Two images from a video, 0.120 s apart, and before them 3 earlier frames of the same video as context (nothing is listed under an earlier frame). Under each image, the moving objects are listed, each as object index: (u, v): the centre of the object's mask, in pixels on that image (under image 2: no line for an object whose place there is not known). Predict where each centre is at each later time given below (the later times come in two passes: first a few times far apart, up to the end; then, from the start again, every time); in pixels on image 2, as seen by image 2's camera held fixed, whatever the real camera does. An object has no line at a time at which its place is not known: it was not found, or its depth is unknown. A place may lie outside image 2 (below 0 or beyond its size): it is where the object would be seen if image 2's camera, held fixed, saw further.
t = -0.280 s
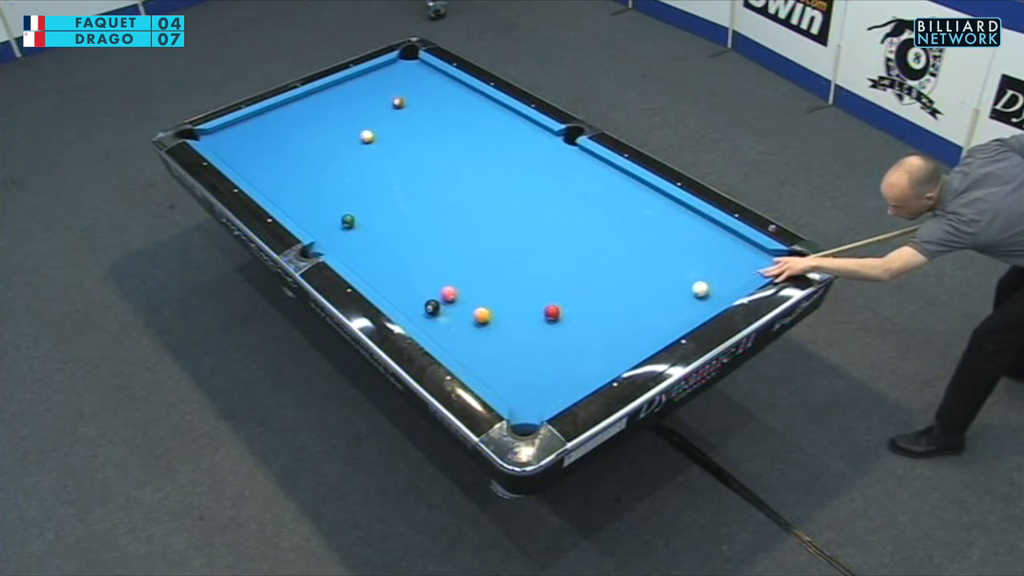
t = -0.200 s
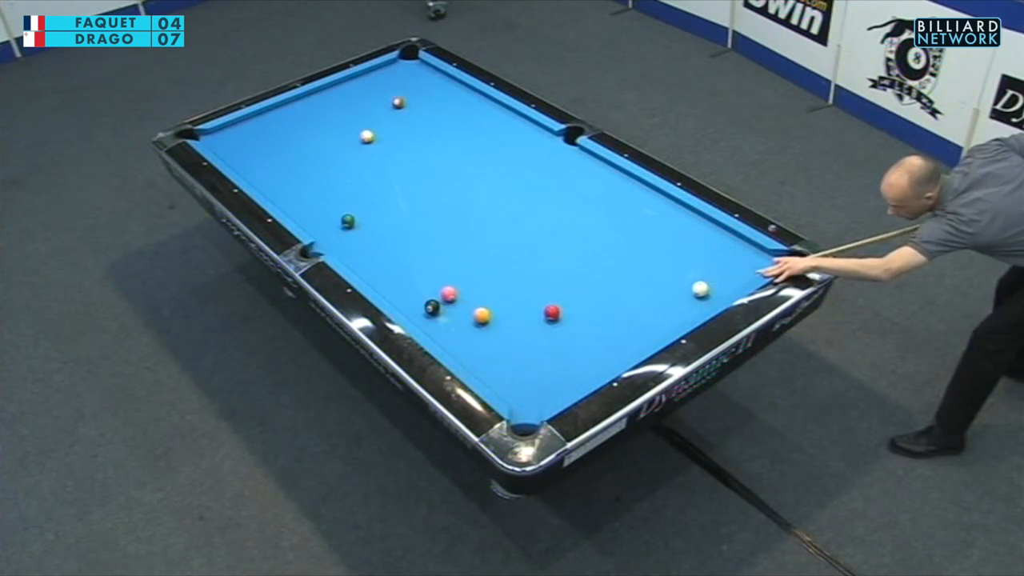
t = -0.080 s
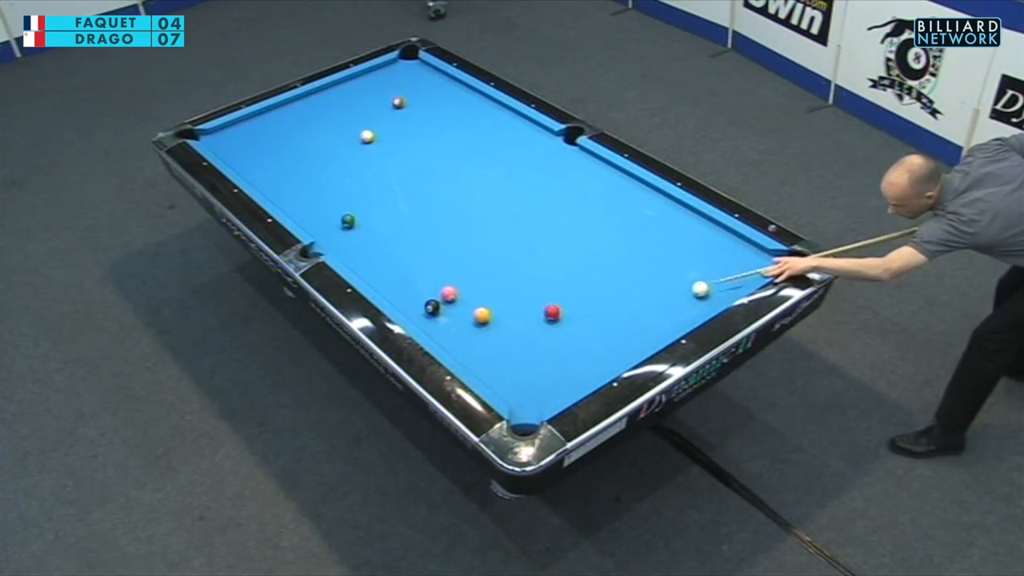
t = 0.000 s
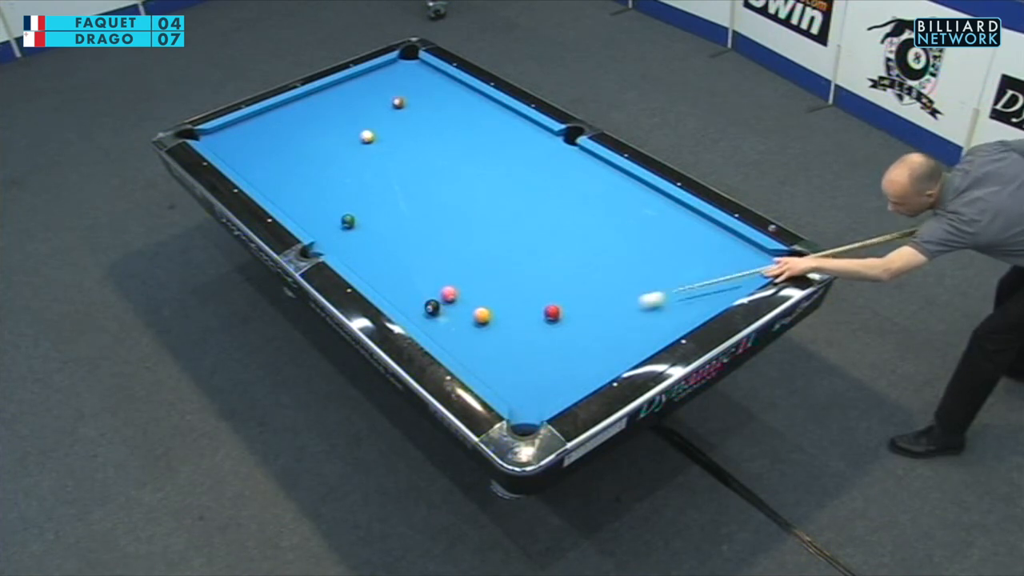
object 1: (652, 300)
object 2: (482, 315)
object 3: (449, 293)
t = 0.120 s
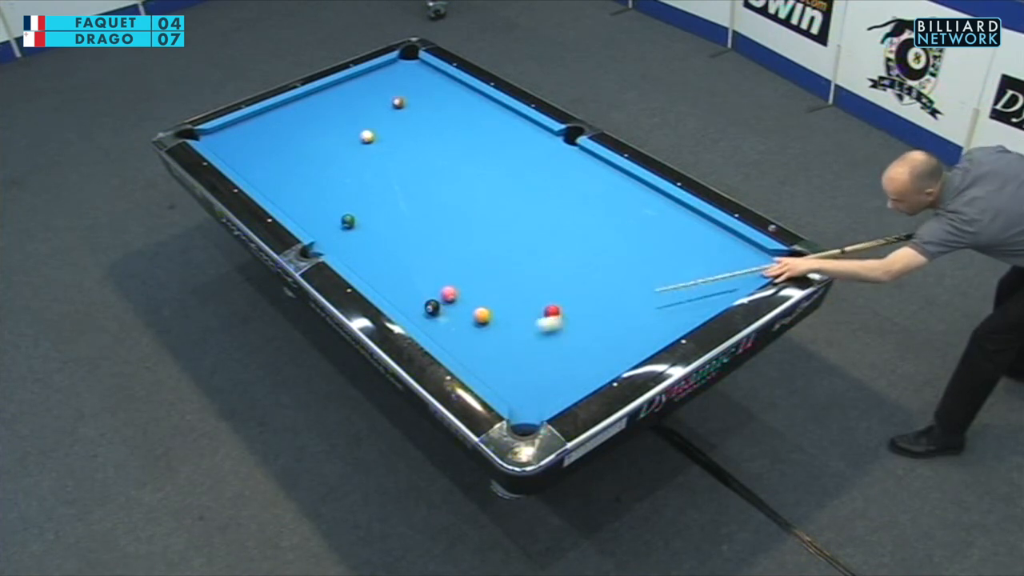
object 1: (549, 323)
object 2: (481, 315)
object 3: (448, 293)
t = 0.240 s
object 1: (450, 344)
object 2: (481, 315)
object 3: (448, 293)
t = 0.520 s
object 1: (450, 309)
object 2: (559, 257)
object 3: (449, 293)
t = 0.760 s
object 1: (447, 302)
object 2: (620, 212)
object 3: (447, 287)
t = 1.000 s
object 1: (448, 299)
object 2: (629, 195)
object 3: (445, 280)
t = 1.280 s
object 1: (448, 298)
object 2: (577, 211)
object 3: (443, 271)
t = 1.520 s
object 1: (449, 297)
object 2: (533, 223)
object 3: (441, 266)
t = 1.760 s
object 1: (449, 297)
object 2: (489, 236)
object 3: (440, 260)
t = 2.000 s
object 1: (449, 297)
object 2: (447, 248)
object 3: (437, 257)
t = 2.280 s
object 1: (449, 297)
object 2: (421, 243)
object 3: (413, 271)
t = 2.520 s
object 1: (449, 297)
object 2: (401, 240)
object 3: (394, 280)
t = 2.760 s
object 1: (449, 297)
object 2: (382, 237)
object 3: (381, 287)
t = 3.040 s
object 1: (449, 297)
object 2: (361, 234)
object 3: (393, 280)
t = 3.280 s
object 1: (449, 297)
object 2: (345, 231)
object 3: (402, 276)
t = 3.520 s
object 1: (449, 297)
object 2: (330, 229)
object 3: (410, 272)
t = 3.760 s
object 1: (449, 297)
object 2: (314, 226)
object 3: (418, 268)
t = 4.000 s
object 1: (449, 297)
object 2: (305, 223)
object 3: (424, 264)
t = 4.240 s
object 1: (449, 297)
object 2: (303, 219)
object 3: (429, 262)
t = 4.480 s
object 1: (449, 297)
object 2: (302, 215)
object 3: (433, 260)
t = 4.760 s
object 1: (449, 297)
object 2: (302, 211)
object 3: (436, 259)
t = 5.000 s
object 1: (449, 297)
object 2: (302, 208)
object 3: (438, 258)
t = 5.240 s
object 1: (449, 297)
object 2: (302, 206)
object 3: (438, 257)
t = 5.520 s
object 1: (449, 297)
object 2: (302, 204)
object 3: (438, 257)
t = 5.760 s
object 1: (449, 297)
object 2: (303, 203)
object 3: (439, 257)
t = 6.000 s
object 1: (449, 297)
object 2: (303, 203)
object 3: (438, 257)
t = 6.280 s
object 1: (449, 297)
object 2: (303, 203)
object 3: (438, 258)
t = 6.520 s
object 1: (449, 297)
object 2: (303, 203)
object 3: (438, 258)
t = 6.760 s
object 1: (449, 297)
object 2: (303, 203)
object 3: (439, 257)
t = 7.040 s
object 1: (449, 297)
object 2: (303, 203)
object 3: (439, 257)
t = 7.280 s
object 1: (449, 297)
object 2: (303, 203)
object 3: (438, 257)
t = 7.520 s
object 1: (449, 297)
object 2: (303, 203)
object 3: (438, 257)
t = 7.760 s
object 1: (449, 297)
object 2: (303, 203)
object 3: (438, 257)
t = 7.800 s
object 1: (449, 297)
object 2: (303, 203)
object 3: (438, 257)
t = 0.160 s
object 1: (515, 331)
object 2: (482, 315)
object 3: (448, 293)
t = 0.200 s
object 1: (480, 339)
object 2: (481, 315)
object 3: (448, 293)
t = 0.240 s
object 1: (450, 344)
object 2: (481, 315)
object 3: (448, 293)
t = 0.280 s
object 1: (462, 331)
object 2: (481, 315)
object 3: (449, 293)
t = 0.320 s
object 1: (469, 322)
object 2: (490, 309)
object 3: (449, 293)
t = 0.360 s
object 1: (465, 319)
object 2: (505, 297)
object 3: (449, 293)
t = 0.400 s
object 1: (462, 317)
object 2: (521, 286)
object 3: (449, 293)
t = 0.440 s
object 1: (458, 314)
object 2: (535, 275)
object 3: (449, 293)
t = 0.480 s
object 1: (454, 312)
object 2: (547, 266)
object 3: (448, 293)
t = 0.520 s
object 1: (450, 309)
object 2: (559, 257)
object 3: (449, 293)
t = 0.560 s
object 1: (448, 307)
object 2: (571, 249)
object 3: (449, 292)
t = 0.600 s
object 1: (448, 304)
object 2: (581, 241)
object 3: (448, 291)
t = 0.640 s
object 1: (448, 303)
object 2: (591, 233)
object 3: (448, 290)
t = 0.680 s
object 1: (448, 303)
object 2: (601, 226)
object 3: (448, 289)
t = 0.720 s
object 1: (448, 302)
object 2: (610, 219)
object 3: (447, 288)
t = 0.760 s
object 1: (447, 302)
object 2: (620, 212)
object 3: (447, 287)
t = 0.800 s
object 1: (447, 301)
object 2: (628, 206)
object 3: (447, 286)
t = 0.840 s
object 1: (447, 301)
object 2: (638, 199)
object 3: (446, 285)
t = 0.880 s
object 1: (447, 301)
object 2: (646, 192)
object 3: (446, 284)
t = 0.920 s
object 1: (448, 300)
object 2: (647, 189)
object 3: (446, 282)
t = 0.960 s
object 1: (448, 300)
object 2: (638, 193)
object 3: (445, 281)
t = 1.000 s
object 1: (448, 299)
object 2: (629, 195)
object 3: (445, 280)
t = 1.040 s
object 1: (448, 299)
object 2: (621, 198)
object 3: (445, 278)
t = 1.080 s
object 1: (448, 299)
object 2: (613, 200)
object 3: (444, 277)
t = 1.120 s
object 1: (448, 298)
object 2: (606, 202)
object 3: (444, 276)
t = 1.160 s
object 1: (448, 298)
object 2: (599, 204)
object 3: (444, 275)
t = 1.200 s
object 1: (448, 298)
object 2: (591, 206)
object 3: (443, 274)
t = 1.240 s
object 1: (448, 298)
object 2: (584, 208)
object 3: (443, 272)
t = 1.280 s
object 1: (448, 298)
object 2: (577, 211)
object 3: (443, 271)
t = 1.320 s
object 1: (448, 298)
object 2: (570, 213)
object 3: (442, 270)
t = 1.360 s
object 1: (448, 297)
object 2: (562, 215)
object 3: (442, 269)
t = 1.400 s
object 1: (448, 297)
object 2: (555, 217)
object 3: (442, 268)
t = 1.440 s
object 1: (448, 297)
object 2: (547, 219)
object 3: (441, 267)
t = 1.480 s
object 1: (448, 297)
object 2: (540, 221)
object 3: (441, 266)
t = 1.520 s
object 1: (449, 297)
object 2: (533, 223)
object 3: (441, 266)
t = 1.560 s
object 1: (449, 297)
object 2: (526, 225)
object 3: (441, 265)
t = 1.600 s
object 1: (449, 297)
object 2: (518, 227)
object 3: (440, 264)
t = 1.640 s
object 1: (449, 297)
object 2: (511, 230)
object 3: (440, 263)
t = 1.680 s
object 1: (449, 297)
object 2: (504, 232)
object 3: (440, 262)
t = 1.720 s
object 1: (449, 297)
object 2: (496, 234)
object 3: (440, 261)
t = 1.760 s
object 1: (449, 297)
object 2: (489, 236)
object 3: (440, 260)
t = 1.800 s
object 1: (449, 297)
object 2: (482, 238)
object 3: (439, 260)
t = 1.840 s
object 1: (449, 297)
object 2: (474, 240)
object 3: (439, 259)
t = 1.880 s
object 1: (449, 297)
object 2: (467, 242)
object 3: (439, 258)
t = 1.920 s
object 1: (449, 297)
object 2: (460, 244)
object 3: (439, 257)
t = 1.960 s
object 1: (449, 297)
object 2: (453, 247)
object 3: (438, 257)
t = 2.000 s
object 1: (449, 297)
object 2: (447, 248)
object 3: (437, 257)
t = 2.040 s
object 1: (449, 297)
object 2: (443, 247)
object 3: (433, 259)
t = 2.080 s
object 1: (449, 297)
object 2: (439, 246)
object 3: (429, 262)
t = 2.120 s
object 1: (449, 297)
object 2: (435, 246)
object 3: (426, 264)
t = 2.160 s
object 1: (449, 297)
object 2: (432, 245)
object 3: (423, 265)
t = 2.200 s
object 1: (449, 297)
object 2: (428, 245)
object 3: (419, 267)
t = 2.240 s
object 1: (449, 297)
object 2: (425, 244)
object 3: (416, 269)
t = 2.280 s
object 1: (449, 297)
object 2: (421, 243)
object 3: (413, 271)
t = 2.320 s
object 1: (449, 297)
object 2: (418, 243)
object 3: (410, 272)
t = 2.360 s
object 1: (449, 297)
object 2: (414, 242)
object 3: (407, 274)
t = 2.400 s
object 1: (449, 297)
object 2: (411, 242)
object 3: (404, 275)
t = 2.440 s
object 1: (449, 297)
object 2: (407, 241)
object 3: (400, 277)
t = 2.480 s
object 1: (449, 297)
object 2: (404, 241)
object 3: (397, 278)
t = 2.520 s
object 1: (449, 297)
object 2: (401, 240)
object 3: (394, 280)
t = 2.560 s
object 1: (449, 297)
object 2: (398, 240)
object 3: (391, 282)
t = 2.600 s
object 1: (449, 297)
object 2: (395, 240)
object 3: (388, 284)
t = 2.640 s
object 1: (449, 297)
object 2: (391, 239)
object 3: (384, 285)
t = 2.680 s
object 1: (449, 297)
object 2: (388, 238)
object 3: (382, 286)
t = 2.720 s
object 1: (449, 297)
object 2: (385, 238)
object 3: (380, 287)
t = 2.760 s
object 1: (449, 297)
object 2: (382, 237)
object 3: (381, 287)
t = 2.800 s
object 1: (449, 297)
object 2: (379, 237)
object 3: (383, 286)
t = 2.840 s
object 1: (449, 297)
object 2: (376, 236)
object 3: (384, 286)
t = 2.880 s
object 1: (449, 297)
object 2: (373, 236)
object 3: (386, 284)
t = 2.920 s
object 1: (449, 297)
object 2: (370, 235)
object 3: (388, 283)
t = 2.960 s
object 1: (449, 297)
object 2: (367, 235)
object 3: (389, 282)
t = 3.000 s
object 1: (449, 297)
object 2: (364, 235)
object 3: (391, 281)
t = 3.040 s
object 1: (449, 297)
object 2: (361, 234)
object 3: (393, 280)
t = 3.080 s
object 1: (449, 297)
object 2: (359, 233)
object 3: (394, 279)
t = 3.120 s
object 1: (449, 297)
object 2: (356, 233)
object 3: (396, 278)
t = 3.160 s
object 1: (449, 297)
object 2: (353, 232)
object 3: (398, 277)
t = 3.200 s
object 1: (449, 297)
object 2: (350, 232)
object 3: (399, 277)
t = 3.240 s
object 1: (449, 297)
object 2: (347, 232)
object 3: (400, 276)
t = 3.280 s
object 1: (449, 297)
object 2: (345, 231)
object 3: (402, 276)
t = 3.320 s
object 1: (449, 297)
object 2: (342, 231)
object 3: (403, 275)
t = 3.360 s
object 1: (449, 297)
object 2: (339, 231)
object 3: (405, 274)
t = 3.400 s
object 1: (449, 297)
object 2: (337, 230)
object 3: (406, 273)
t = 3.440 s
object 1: (449, 297)
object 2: (334, 230)
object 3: (408, 273)
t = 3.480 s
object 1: (449, 297)
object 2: (332, 229)
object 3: (409, 272)
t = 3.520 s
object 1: (449, 297)
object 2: (330, 229)
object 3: (410, 272)
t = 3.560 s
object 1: (449, 297)
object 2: (327, 229)
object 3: (411, 271)
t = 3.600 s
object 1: (449, 297)
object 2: (324, 228)
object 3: (413, 270)
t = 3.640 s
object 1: (449, 297)
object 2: (321, 228)
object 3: (415, 269)
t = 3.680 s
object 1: (449, 297)
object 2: (318, 227)
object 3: (416, 269)
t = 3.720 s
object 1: (449, 297)
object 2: (316, 227)
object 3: (417, 268)
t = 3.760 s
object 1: (449, 297)
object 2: (314, 226)
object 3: (418, 268)
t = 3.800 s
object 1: (449, 297)
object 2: (312, 226)
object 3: (419, 267)
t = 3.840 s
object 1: (449, 297)
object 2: (310, 226)
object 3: (420, 267)
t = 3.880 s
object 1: (449, 297)
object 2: (308, 225)
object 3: (421, 266)
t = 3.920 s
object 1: (449, 297)
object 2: (306, 225)
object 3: (422, 265)
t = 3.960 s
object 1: (449, 297)
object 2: (305, 224)
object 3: (423, 265)
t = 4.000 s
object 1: (449, 297)
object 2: (305, 223)
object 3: (424, 264)
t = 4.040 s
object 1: (449, 297)
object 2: (304, 223)
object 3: (425, 264)
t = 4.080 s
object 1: (449, 297)
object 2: (304, 222)
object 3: (426, 264)
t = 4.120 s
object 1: (449, 297)
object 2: (304, 221)
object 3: (426, 263)
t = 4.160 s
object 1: (449, 297)
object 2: (303, 220)
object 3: (427, 263)
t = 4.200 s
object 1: (449, 297)
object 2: (303, 220)
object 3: (428, 262)
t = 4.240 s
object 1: (449, 297)
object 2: (303, 219)
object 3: (429, 262)
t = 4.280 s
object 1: (449, 297)
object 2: (303, 218)
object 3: (430, 262)
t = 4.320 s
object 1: (449, 297)
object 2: (303, 218)
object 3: (430, 261)
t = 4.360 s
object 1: (449, 297)
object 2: (302, 217)
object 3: (431, 261)
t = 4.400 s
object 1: (449, 297)
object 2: (302, 216)
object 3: (431, 261)
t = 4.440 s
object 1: (449, 297)
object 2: (303, 216)
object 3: (432, 260)
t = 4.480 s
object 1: (449, 297)
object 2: (302, 215)
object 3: (433, 260)
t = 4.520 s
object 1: (449, 297)
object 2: (302, 214)
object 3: (433, 260)
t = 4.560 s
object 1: (449, 297)
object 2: (302, 214)
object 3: (434, 260)
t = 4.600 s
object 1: (449, 297)
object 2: (302, 213)
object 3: (434, 259)
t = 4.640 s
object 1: (449, 297)
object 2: (302, 213)
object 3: (435, 259)
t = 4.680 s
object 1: (449, 297)
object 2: (302, 212)
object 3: (435, 259)
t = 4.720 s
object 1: (449, 297)
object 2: (302, 212)
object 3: (436, 259)
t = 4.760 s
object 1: (449, 297)
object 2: (302, 211)
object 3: (436, 259)
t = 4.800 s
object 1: (449, 297)
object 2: (302, 211)
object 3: (436, 258)
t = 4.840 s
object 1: (449, 297)
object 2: (302, 210)
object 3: (436, 258)
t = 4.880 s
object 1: (449, 297)
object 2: (302, 210)
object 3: (437, 258)
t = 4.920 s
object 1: (449, 297)
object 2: (302, 209)
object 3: (437, 258)
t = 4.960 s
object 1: (449, 297)
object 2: (302, 209)
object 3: (438, 258)
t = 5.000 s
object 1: (449, 297)
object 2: (302, 208)
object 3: (438, 258)
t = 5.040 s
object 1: (449, 297)
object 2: (302, 208)
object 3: (438, 258)
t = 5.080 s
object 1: (449, 297)
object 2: (302, 207)
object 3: (438, 258)
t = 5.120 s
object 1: (449, 297)
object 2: (302, 207)
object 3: (438, 258)
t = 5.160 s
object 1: (449, 297)
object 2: (302, 207)
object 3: (438, 258)
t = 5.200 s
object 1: (449, 297)
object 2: (302, 206)
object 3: (438, 258)
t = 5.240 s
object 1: (449, 297)
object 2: (302, 206)
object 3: (438, 257)
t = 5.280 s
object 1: (449, 297)
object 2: (302, 206)
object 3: (439, 258)
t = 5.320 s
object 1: (449, 297)
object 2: (302, 206)
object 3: (439, 257)
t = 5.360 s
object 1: (449, 297)
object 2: (302, 205)
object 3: (438, 257)
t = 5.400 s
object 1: (449, 297)
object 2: (302, 205)
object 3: (438, 257)
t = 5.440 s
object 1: (449, 297)
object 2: (302, 205)
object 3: (438, 257)
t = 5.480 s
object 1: (449, 297)
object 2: (302, 205)
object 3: (438, 257)
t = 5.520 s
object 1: (449, 297)
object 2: (302, 204)
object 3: (438, 257)
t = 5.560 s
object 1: (449, 297)
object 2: (302, 204)
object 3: (438, 257)
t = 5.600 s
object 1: (449, 297)
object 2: (302, 204)
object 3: (438, 257)
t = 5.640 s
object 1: (449, 297)
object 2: (302, 204)
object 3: (438, 257)
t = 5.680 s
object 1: (449, 297)
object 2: (302, 204)
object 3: (438, 257)
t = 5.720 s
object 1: (449, 297)
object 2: (302, 204)
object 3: (438, 257)
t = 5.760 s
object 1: (449, 297)
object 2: (303, 203)
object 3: (439, 257)
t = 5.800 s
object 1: (449, 297)
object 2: (302, 204)
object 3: (439, 257)
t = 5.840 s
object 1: (449, 297)
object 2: (303, 203)
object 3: (438, 258)
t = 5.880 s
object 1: (449, 297)
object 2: (303, 203)
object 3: (438, 257)
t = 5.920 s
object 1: (449, 297)
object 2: (303, 203)
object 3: (439, 257)
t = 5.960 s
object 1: (449, 297)
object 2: (303, 203)
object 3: (439, 257)
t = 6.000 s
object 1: (449, 297)
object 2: (303, 203)
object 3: (438, 257)
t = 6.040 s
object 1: (449, 297)
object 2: (303, 203)
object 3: (439, 257)
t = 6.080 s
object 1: (449, 297)
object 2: (303, 203)
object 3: (439, 257)
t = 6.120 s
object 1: (449, 297)
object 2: (303, 203)
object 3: (439, 257)
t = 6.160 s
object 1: (449, 297)
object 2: (303, 203)
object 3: (438, 257)
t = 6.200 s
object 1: (449, 297)
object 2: (303, 203)
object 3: (438, 257)
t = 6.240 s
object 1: (449, 297)
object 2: (303, 203)
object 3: (438, 258)
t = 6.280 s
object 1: (449, 297)
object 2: (303, 203)
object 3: (438, 258)
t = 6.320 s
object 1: (449, 297)
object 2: (303, 203)
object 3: (438, 258)
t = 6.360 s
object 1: (449, 297)
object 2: (303, 203)
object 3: (439, 257)
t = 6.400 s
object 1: (449, 297)
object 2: (303, 203)
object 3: (439, 257)
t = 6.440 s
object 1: (449, 297)
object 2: (303, 203)
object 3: (438, 257)
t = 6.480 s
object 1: (449, 297)
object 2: (303, 203)
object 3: (438, 258)
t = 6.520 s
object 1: (449, 297)
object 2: (303, 203)
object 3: (438, 258)
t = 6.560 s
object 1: (449, 297)
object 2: (303, 203)
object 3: (438, 258)
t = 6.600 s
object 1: (449, 297)
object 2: (303, 203)
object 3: (438, 258)
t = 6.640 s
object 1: (449, 297)
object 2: (303, 203)
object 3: (438, 258)
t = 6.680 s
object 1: (449, 297)
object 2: (303, 203)
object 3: (438, 258)
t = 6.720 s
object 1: (449, 297)
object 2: (303, 203)
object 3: (438, 257)
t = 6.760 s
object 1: (449, 297)
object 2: (303, 203)
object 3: (439, 257)
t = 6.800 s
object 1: (449, 297)
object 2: (303, 203)
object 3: (438, 257)
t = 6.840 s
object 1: (449, 297)
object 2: (303, 203)
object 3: (439, 257)
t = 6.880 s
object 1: (449, 297)
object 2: (303, 203)
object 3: (439, 257)
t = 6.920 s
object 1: (449, 297)
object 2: (303, 203)
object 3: (439, 257)
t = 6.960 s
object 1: (449, 297)
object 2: (303, 203)
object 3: (438, 257)
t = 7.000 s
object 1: (449, 297)
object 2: (303, 203)
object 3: (438, 257)
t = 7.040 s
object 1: (449, 297)
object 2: (303, 203)
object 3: (439, 257)
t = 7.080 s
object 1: (449, 297)
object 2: (303, 203)
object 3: (438, 257)
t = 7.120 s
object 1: (449, 297)
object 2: (303, 203)
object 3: (438, 257)
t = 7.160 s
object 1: (449, 297)
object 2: (303, 203)
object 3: (438, 257)
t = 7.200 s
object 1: (449, 297)
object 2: (303, 203)
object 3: (438, 257)
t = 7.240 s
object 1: (449, 297)
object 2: (303, 203)
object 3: (439, 257)
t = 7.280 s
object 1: (449, 297)
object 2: (303, 203)
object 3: (438, 257)
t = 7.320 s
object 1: (449, 297)
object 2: (303, 203)
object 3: (438, 257)
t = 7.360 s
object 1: (449, 297)
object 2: (303, 203)
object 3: (438, 257)
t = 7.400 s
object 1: (449, 297)
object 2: (303, 203)
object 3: (438, 257)
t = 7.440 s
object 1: (449, 297)
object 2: (303, 203)
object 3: (438, 257)
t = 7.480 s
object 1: (449, 297)
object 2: (303, 203)
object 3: (438, 257)
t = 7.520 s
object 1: (449, 297)
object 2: (303, 203)
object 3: (438, 257)
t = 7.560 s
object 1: (449, 297)
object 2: (303, 203)
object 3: (438, 257)
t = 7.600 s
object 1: (449, 297)
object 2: (303, 203)
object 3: (438, 257)
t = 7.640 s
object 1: (449, 297)
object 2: (303, 203)
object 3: (438, 257)
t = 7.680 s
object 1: (449, 297)
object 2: (303, 203)
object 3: (438, 257)
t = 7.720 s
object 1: (449, 297)
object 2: (303, 203)
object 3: (438, 257)
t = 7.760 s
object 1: (449, 297)
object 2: (303, 203)
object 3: (438, 257)
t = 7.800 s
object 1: (449, 297)
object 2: (303, 203)
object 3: (438, 257)
